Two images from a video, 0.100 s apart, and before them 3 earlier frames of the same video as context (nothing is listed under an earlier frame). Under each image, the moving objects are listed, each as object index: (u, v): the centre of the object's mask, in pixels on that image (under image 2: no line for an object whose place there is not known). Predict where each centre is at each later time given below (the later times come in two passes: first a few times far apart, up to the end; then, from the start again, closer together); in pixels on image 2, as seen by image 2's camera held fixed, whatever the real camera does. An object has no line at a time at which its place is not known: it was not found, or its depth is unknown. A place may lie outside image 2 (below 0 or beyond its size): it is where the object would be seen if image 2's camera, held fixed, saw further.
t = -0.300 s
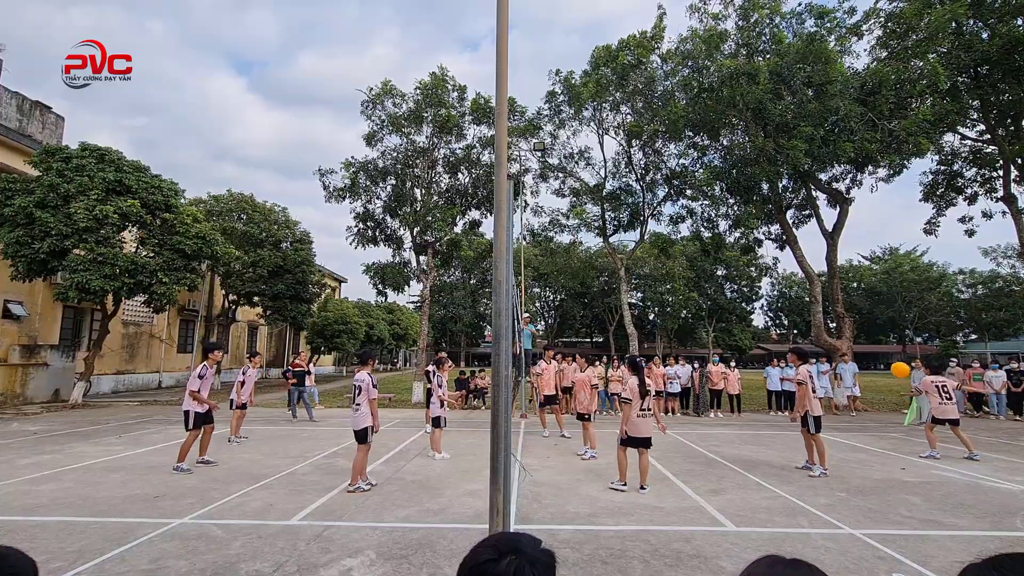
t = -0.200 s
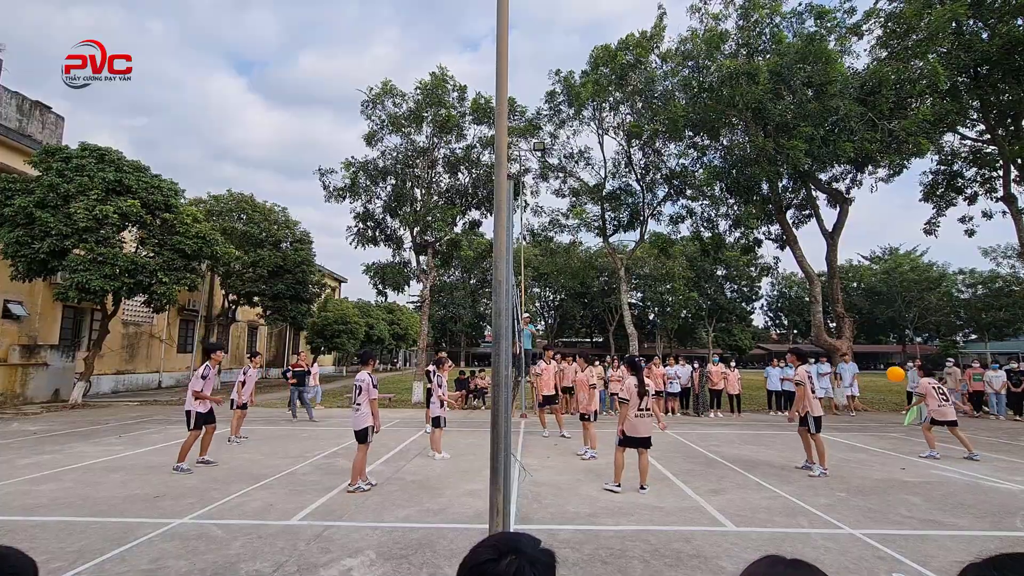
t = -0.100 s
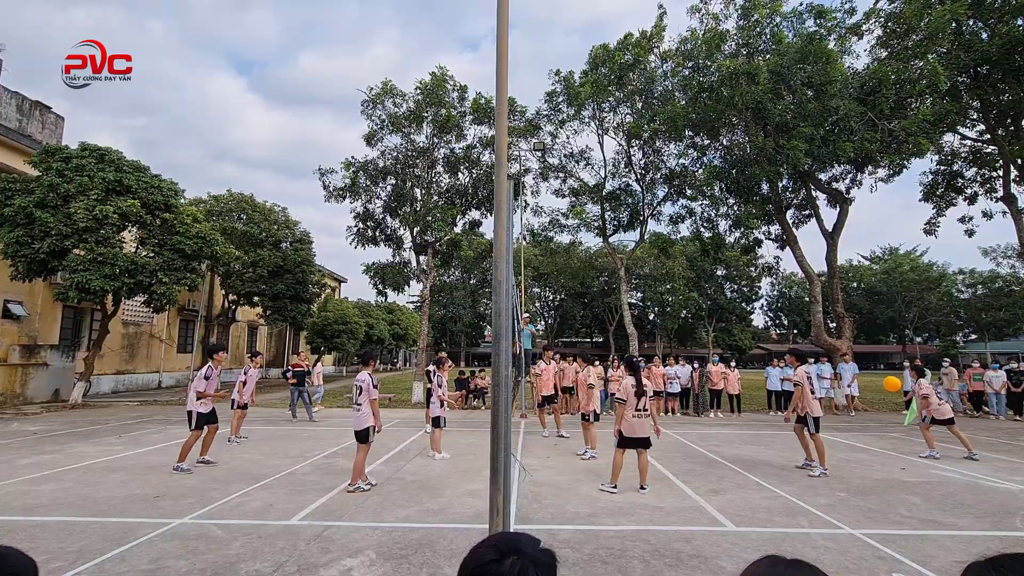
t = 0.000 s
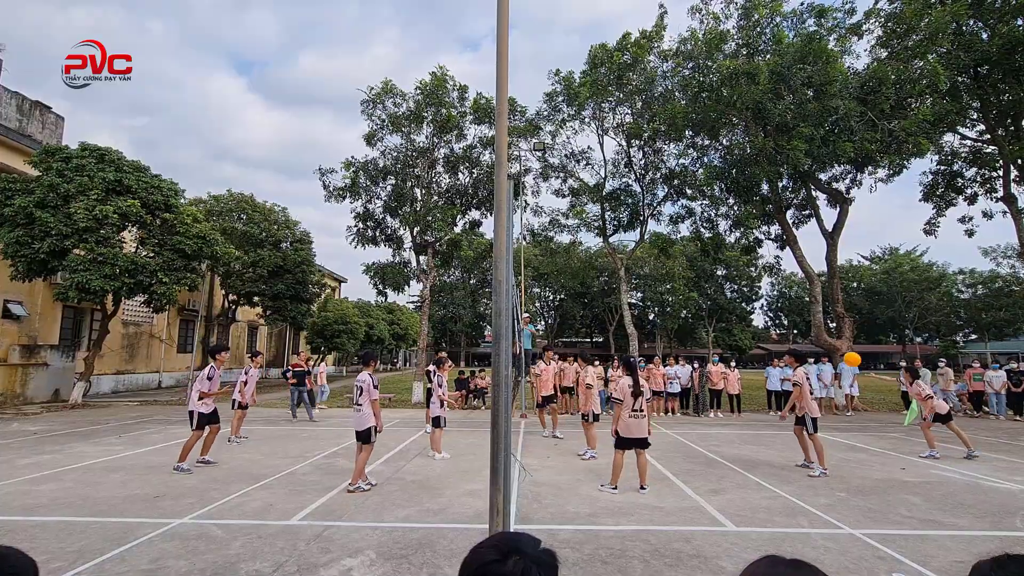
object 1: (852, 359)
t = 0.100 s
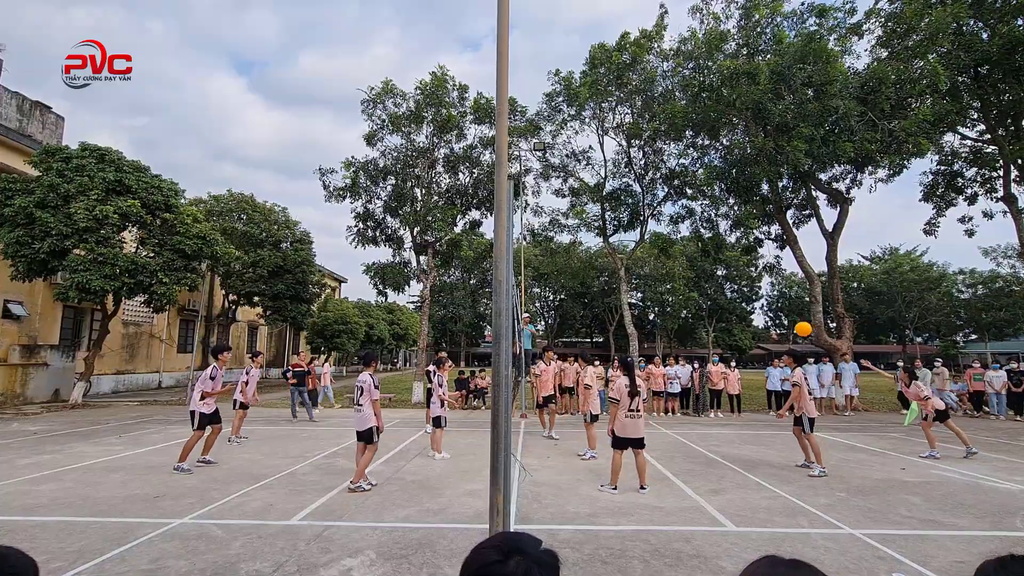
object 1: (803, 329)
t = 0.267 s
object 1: (728, 295)
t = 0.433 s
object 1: (660, 280)
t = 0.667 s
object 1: (574, 285)
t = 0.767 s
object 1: (538, 296)
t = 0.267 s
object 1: (728, 295)
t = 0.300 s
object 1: (714, 291)
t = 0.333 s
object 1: (700, 287)
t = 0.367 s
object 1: (687, 284)
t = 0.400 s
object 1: (674, 282)
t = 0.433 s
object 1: (660, 280)
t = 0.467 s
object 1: (647, 279)
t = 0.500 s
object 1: (635, 279)
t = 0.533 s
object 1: (622, 279)
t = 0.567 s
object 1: (610, 279)
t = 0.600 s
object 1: (598, 281)
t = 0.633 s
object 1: (586, 282)
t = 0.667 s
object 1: (574, 285)
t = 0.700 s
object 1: (562, 288)
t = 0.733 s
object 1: (550, 291)
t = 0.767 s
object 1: (538, 296)
